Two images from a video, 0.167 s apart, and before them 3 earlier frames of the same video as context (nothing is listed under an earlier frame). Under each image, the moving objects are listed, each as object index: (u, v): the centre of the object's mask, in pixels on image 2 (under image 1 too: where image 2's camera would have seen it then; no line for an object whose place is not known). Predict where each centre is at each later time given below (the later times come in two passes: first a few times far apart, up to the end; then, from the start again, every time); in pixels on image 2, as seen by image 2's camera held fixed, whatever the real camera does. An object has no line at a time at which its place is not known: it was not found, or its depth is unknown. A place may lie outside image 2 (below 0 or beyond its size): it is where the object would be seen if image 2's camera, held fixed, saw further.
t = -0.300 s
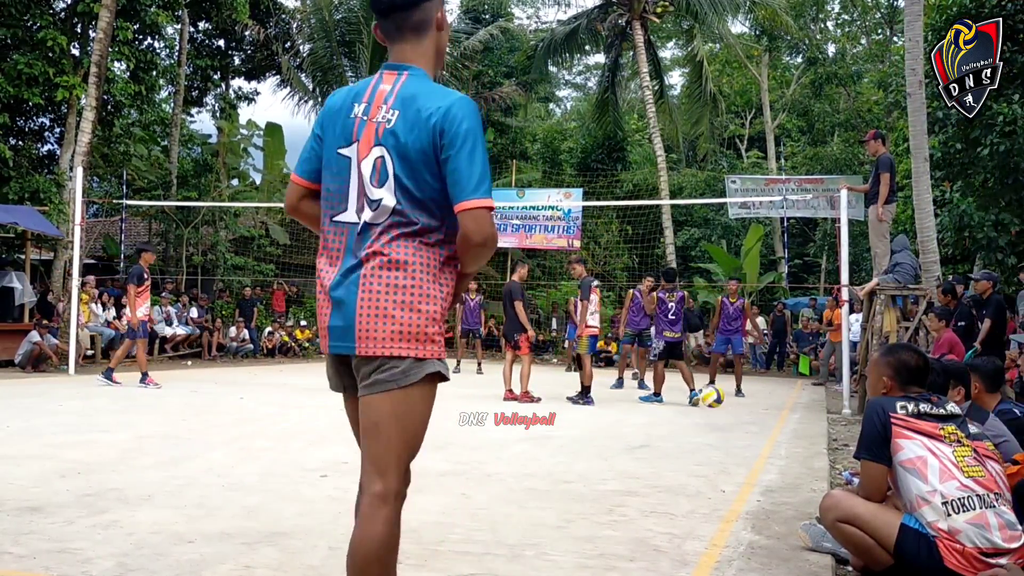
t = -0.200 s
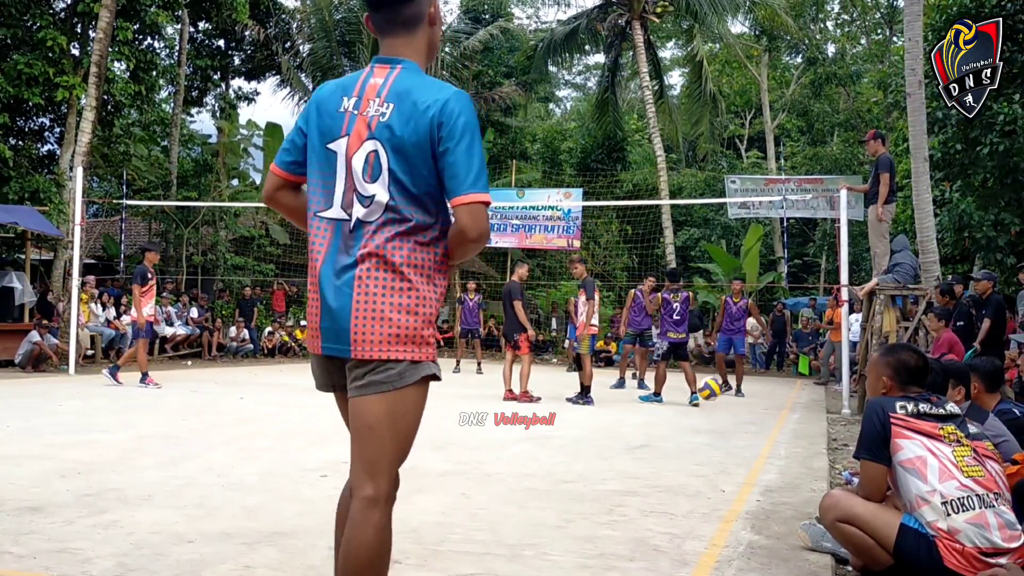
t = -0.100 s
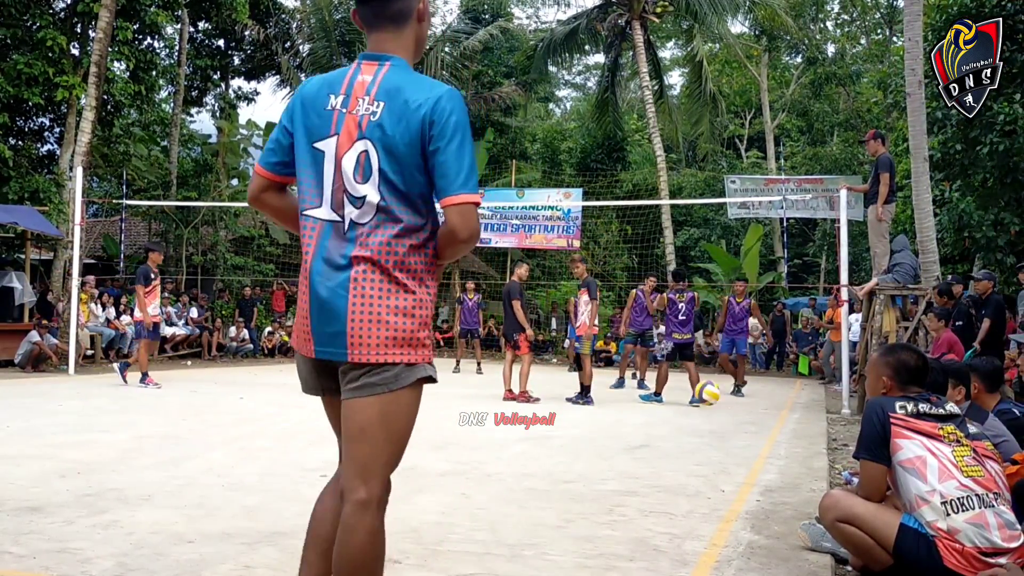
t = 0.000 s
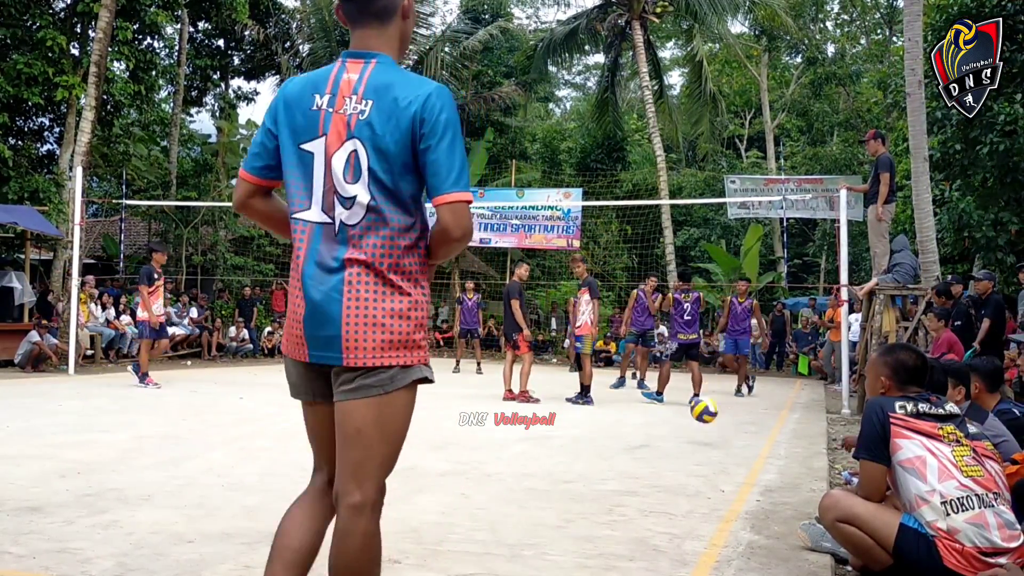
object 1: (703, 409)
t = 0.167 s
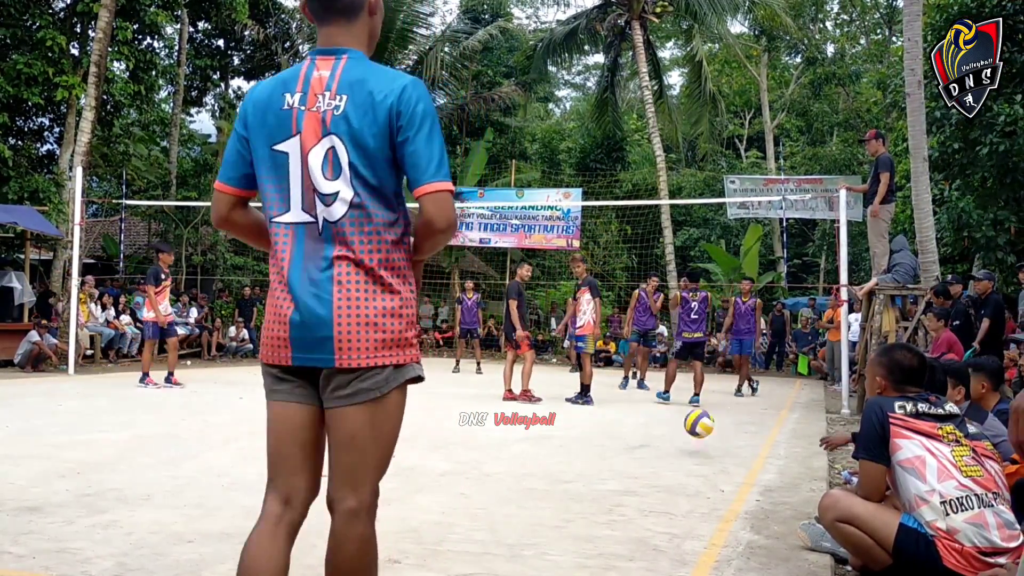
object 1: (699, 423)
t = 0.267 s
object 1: (696, 416)
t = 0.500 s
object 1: (687, 467)
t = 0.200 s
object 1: (698, 419)
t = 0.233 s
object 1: (697, 417)
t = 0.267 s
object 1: (696, 416)
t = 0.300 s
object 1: (695, 417)
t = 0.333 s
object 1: (694, 420)
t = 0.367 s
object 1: (693, 425)
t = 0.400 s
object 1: (691, 432)
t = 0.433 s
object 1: (689, 442)
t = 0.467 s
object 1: (688, 453)
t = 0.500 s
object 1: (687, 467)
